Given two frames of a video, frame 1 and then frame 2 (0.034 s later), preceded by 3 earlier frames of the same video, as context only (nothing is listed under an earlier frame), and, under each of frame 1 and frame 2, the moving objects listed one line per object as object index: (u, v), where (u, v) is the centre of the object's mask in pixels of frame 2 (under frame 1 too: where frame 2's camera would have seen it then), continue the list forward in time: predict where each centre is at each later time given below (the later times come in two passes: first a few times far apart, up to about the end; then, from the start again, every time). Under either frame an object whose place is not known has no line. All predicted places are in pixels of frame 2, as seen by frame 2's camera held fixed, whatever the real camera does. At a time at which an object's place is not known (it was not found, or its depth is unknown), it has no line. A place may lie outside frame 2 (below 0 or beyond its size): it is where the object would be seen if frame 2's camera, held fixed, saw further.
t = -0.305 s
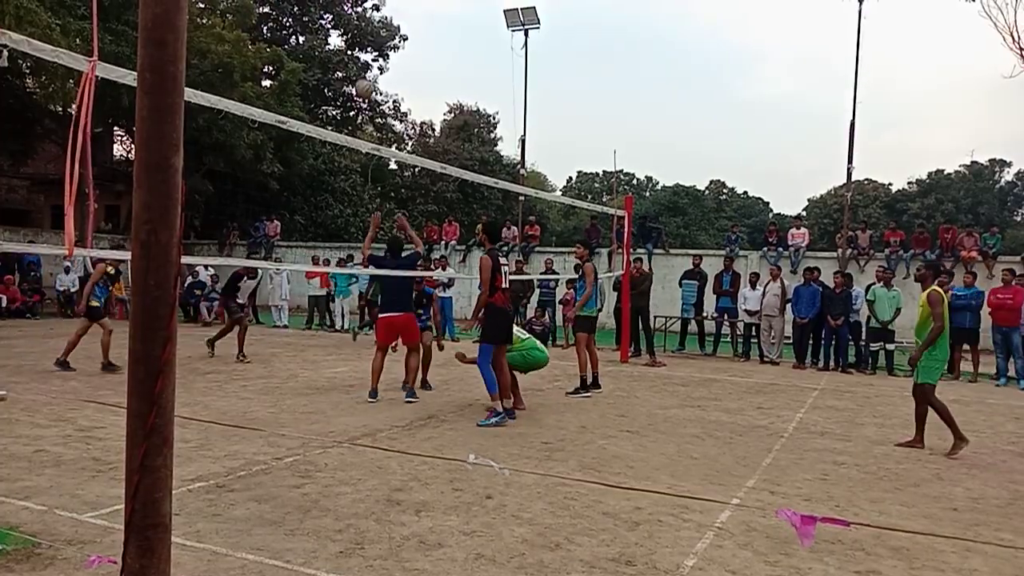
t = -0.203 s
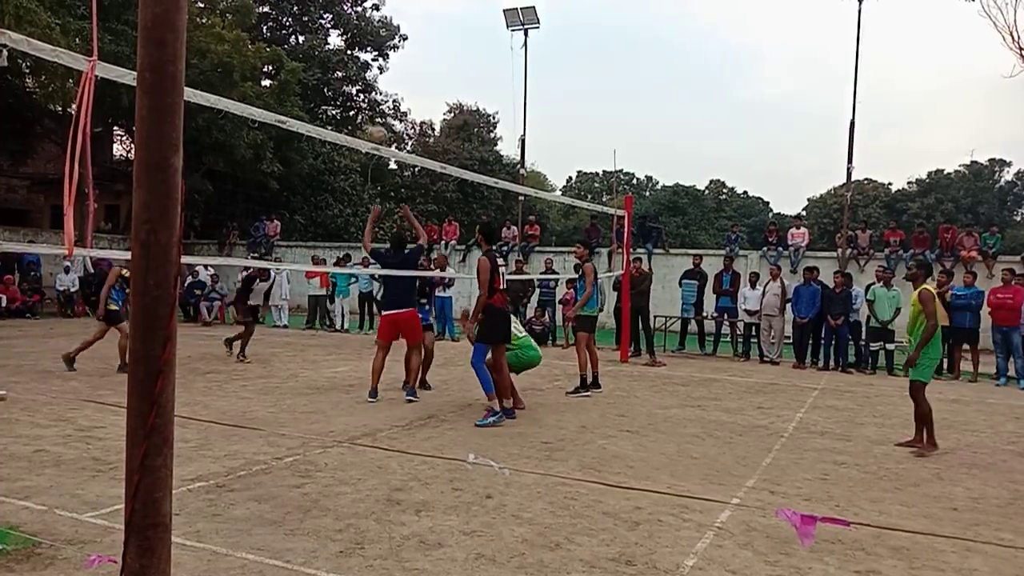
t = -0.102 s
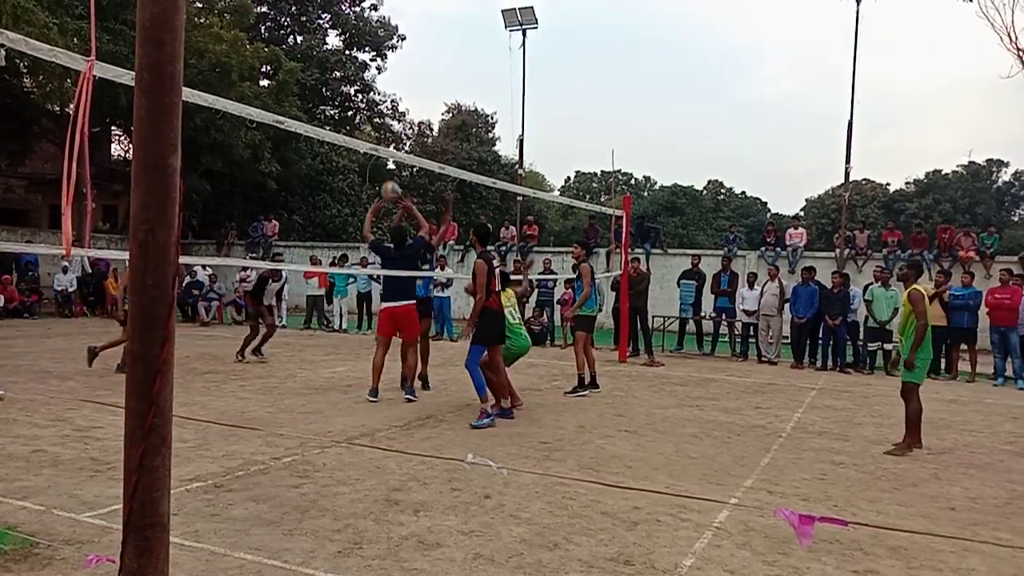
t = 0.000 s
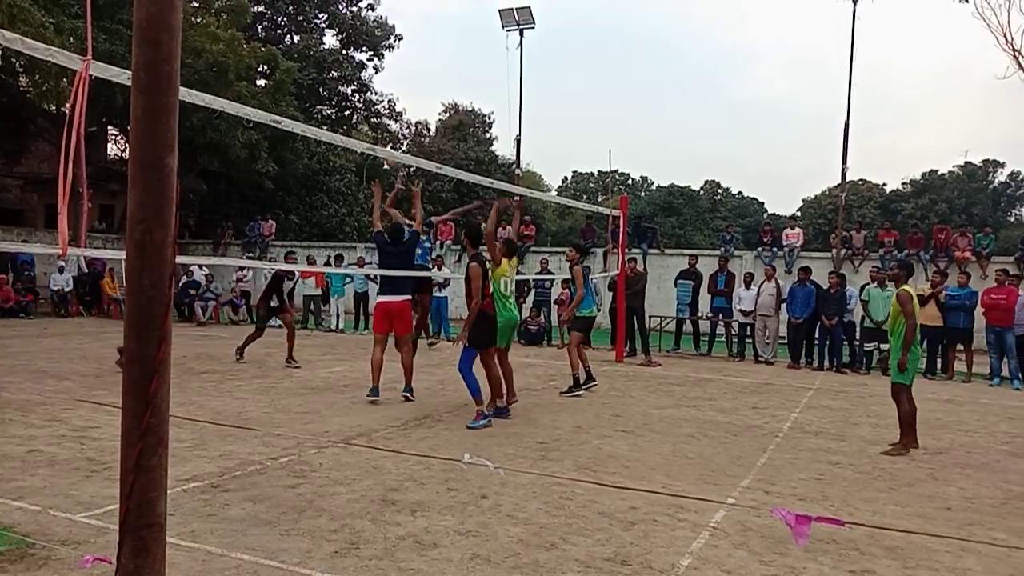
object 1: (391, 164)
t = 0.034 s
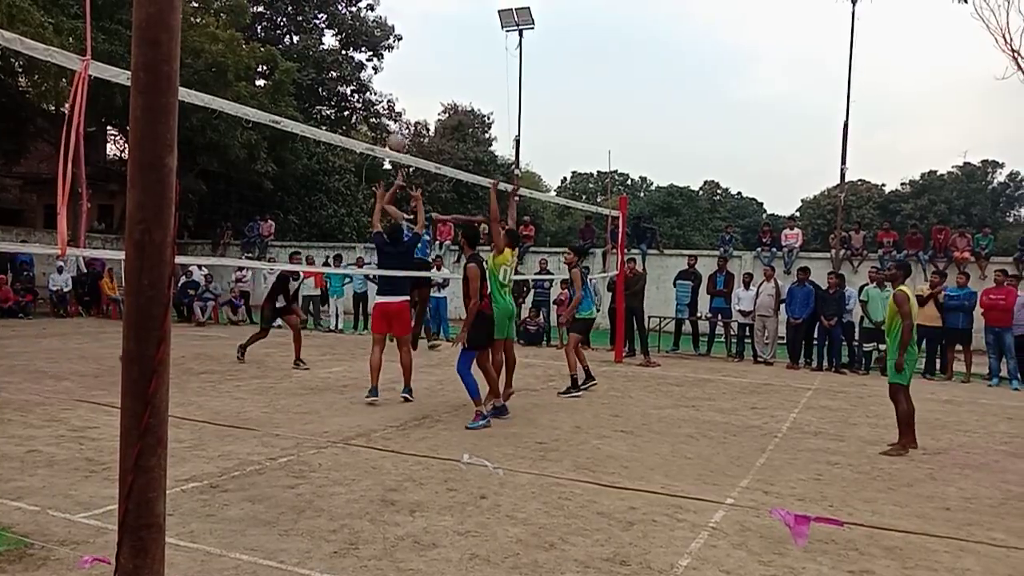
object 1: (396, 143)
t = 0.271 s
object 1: (408, 52)
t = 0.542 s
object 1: (417, 16)
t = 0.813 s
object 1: (420, 45)
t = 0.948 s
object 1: (421, 83)
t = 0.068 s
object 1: (399, 126)
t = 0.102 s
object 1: (401, 111)
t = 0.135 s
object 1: (402, 97)
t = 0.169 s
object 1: (404, 84)
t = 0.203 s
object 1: (405, 72)
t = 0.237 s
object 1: (407, 61)
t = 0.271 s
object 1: (408, 52)
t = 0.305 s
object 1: (410, 44)
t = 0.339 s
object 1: (411, 36)
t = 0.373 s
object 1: (412, 30)
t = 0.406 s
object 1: (412, 25)
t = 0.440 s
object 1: (414, 21)
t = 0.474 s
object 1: (415, 18)
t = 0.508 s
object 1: (416, 16)
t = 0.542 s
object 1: (417, 16)
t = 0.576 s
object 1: (418, 16)
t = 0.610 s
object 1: (418, 17)
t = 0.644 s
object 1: (419, 20)
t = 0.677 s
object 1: (419, 23)
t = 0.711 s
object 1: (419, 27)
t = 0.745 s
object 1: (420, 32)
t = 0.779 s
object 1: (420, 38)
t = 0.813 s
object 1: (420, 45)
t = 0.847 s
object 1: (420, 53)
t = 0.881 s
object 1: (421, 62)
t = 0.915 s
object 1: (421, 72)
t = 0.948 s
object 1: (421, 83)
